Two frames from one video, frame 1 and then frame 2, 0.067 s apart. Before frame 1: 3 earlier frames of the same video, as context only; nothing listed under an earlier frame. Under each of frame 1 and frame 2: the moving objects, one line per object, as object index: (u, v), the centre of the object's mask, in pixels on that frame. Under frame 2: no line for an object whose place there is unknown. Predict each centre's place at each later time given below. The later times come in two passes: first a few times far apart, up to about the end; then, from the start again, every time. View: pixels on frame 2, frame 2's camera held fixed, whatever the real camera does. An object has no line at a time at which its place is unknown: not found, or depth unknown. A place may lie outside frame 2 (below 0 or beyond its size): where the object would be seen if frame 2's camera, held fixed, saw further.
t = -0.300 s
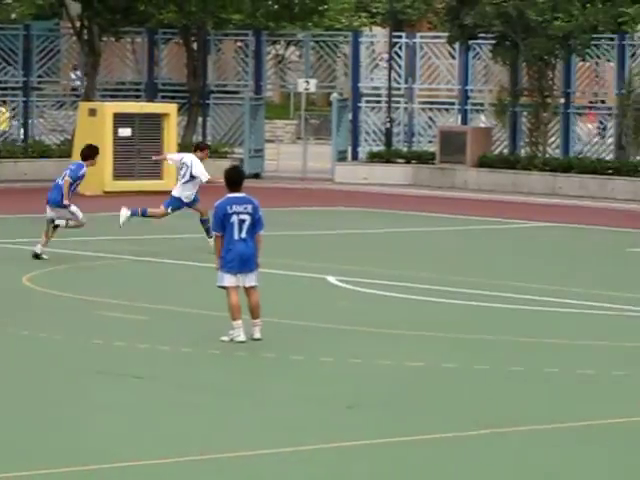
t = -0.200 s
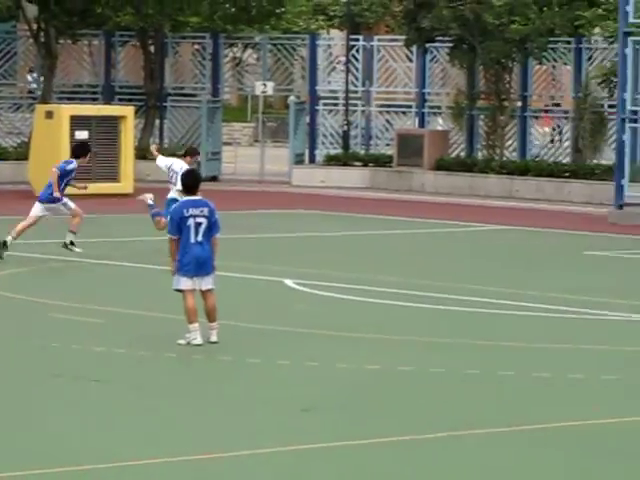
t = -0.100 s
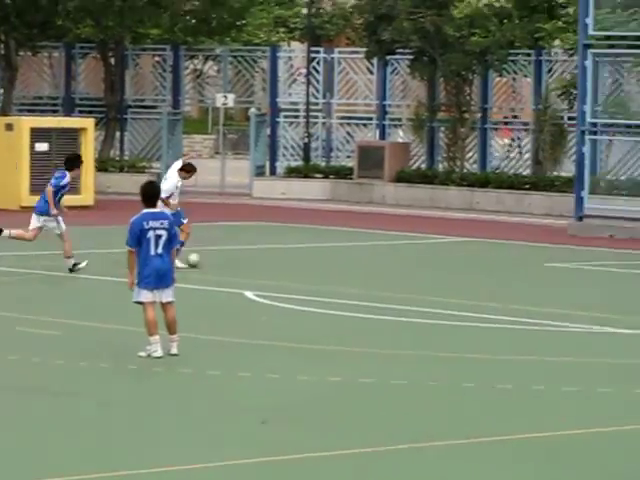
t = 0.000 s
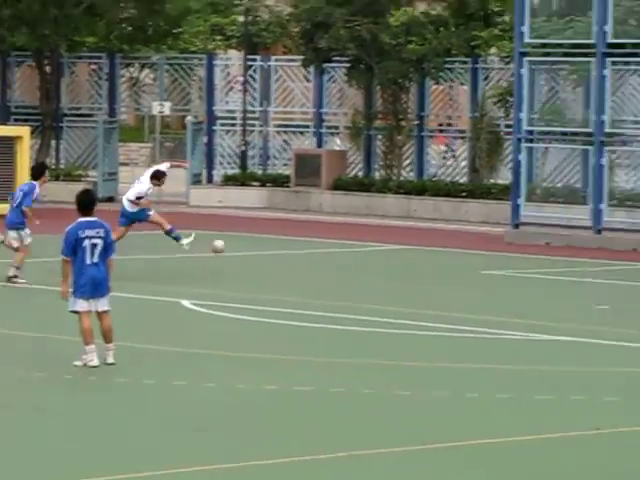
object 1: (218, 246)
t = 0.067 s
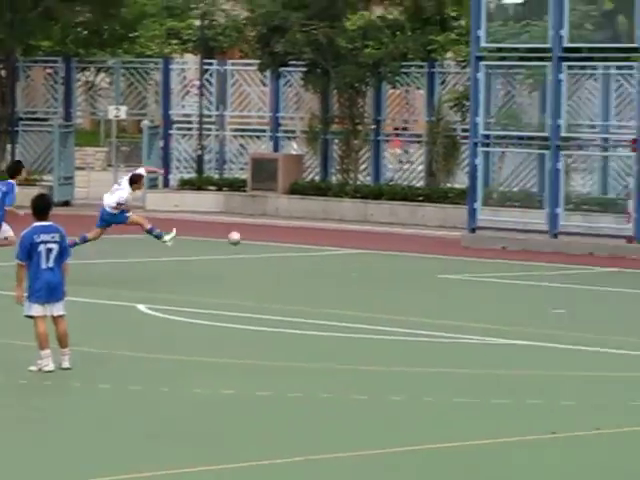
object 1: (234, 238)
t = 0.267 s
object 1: (395, 217)
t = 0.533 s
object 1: (568, 231)
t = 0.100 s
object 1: (263, 232)
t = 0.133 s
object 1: (290, 228)
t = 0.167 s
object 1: (318, 224)
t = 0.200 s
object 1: (344, 222)
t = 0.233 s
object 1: (369, 219)
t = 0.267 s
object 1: (395, 217)
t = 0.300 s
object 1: (419, 217)
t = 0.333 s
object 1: (442, 218)
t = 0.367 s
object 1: (465, 218)
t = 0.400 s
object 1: (486, 219)
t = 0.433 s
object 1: (508, 220)
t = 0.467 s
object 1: (529, 223)
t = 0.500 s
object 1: (549, 226)
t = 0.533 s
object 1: (568, 231)
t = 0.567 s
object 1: (588, 235)
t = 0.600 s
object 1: (606, 240)
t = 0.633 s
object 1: (625, 245)
